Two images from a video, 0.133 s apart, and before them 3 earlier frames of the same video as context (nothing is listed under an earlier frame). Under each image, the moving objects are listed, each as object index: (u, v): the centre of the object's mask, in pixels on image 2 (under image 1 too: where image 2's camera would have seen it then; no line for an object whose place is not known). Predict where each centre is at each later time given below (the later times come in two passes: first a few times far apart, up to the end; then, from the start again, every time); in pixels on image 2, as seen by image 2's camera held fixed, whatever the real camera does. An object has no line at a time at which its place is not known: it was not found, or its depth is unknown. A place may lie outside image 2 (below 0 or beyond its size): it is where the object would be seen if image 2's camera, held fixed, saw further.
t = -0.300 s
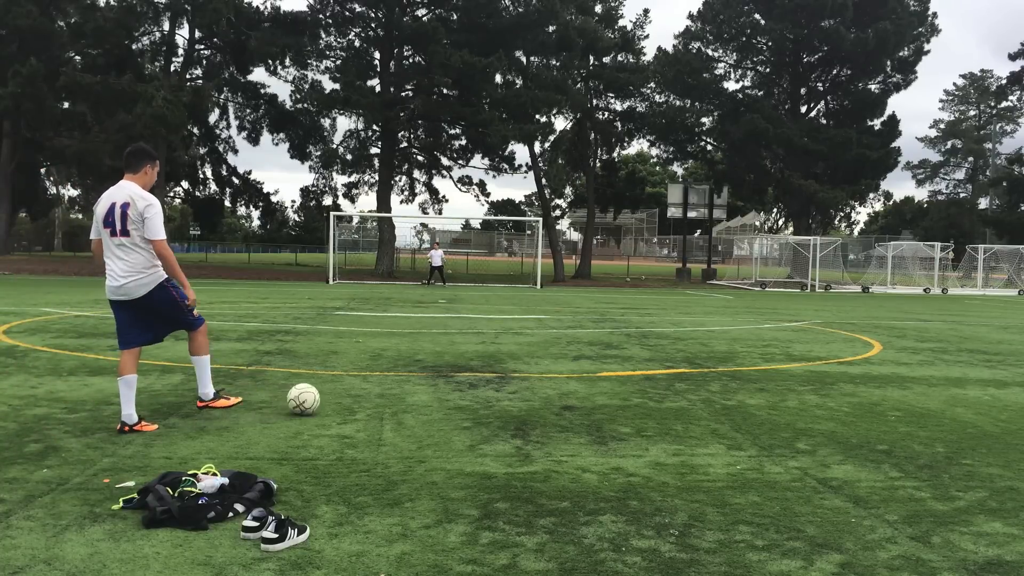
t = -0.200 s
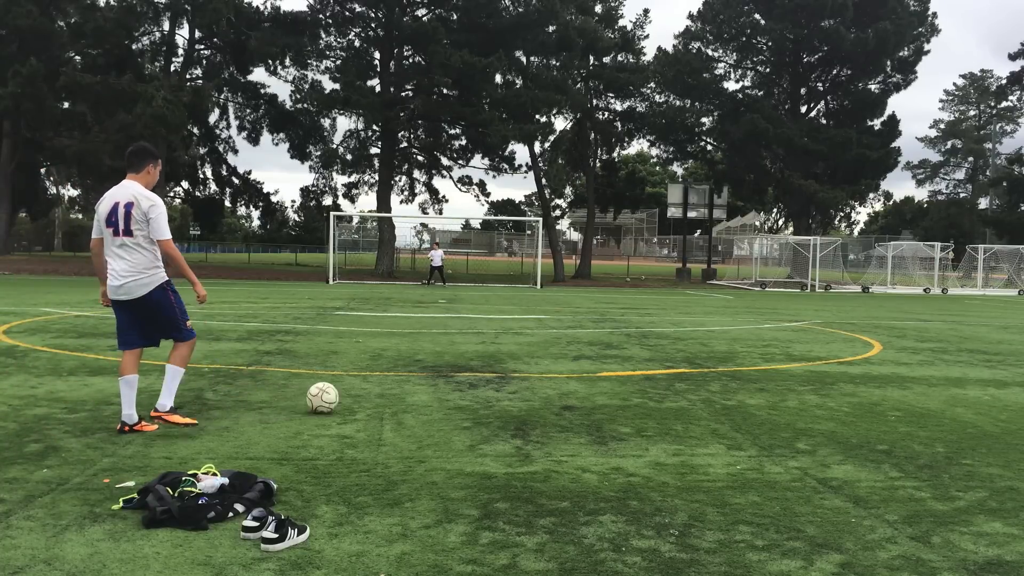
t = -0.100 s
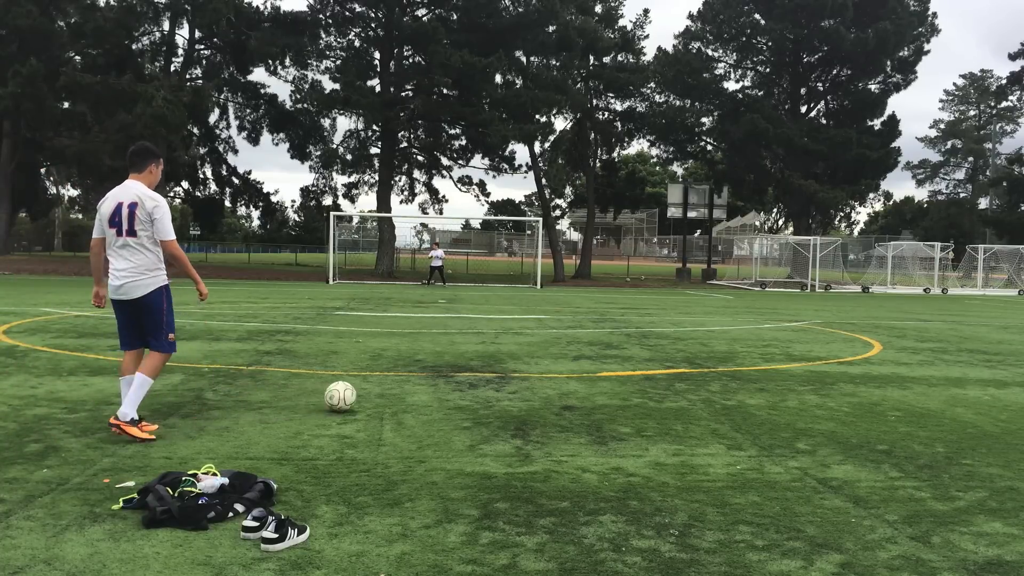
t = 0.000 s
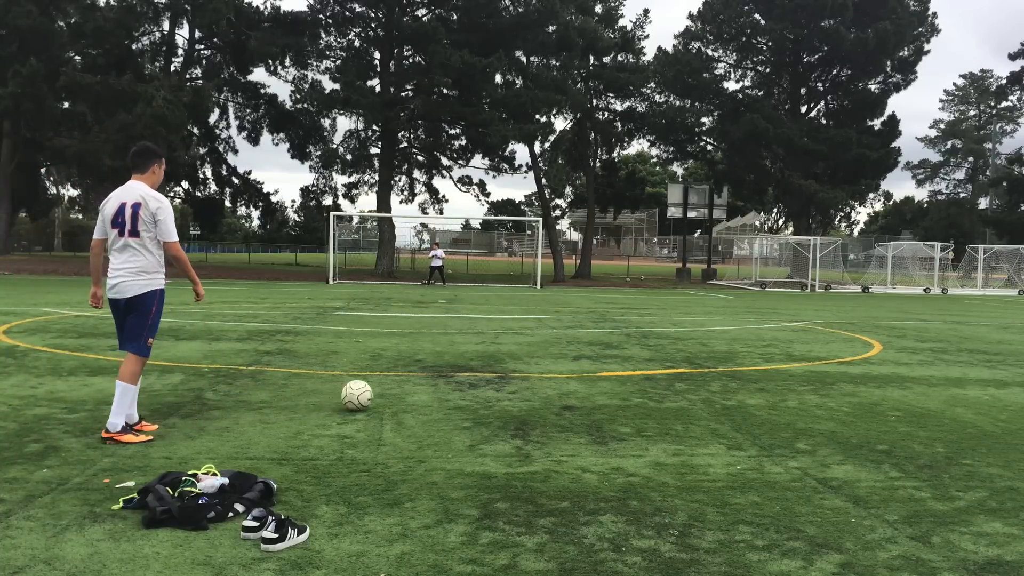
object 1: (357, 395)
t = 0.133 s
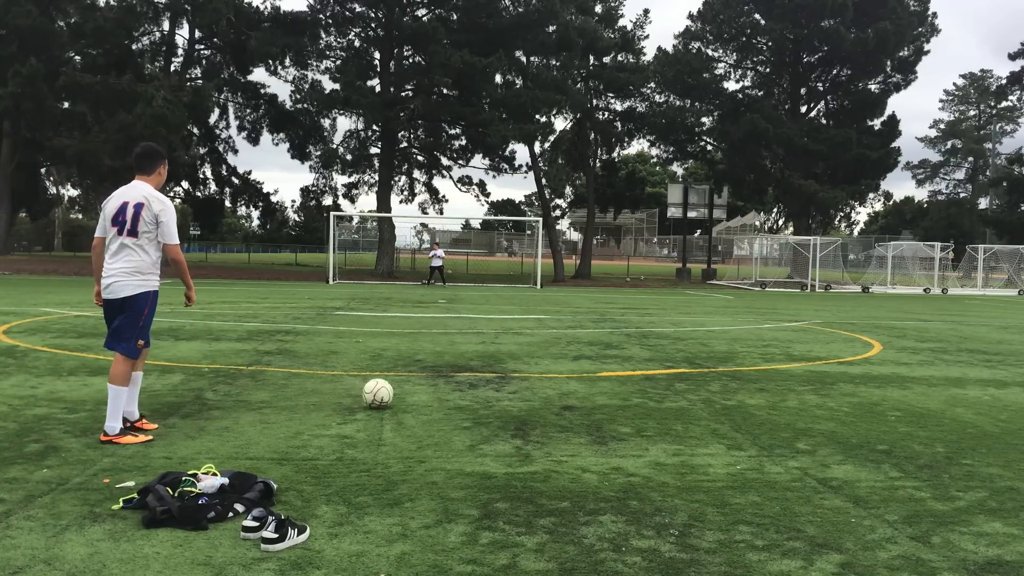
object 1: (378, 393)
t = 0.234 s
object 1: (393, 392)
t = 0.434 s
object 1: (420, 389)
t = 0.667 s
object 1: (446, 386)
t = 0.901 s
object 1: (468, 384)
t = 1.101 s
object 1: (483, 382)
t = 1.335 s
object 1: (497, 381)
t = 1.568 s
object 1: (507, 379)
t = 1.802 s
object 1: (515, 378)
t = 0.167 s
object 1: (383, 393)
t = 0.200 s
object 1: (388, 392)
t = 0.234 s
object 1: (393, 392)
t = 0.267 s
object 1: (398, 391)
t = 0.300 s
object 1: (402, 391)
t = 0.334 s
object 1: (407, 391)
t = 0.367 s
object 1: (411, 390)
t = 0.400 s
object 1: (416, 390)
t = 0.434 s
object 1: (420, 389)
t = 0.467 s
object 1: (424, 388)
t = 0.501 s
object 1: (428, 388)
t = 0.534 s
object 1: (432, 388)
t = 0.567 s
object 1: (436, 388)
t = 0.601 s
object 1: (439, 387)
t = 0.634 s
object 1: (443, 387)
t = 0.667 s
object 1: (446, 386)
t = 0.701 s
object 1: (450, 386)
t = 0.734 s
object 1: (453, 385)
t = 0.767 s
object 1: (456, 386)
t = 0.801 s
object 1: (459, 386)
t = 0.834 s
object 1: (462, 385)
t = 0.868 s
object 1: (465, 385)
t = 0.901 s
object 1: (468, 384)
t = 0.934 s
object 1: (471, 383)
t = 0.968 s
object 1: (473, 384)
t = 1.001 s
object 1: (476, 383)
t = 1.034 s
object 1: (479, 383)
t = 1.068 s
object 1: (481, 383)
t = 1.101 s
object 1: (483, 382)
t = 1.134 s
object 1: (485, 382)
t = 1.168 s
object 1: (488, 381)
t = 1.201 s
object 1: (490, 381)
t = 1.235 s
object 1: (492, 381)
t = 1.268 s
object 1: (494, 380)
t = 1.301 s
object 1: (495, 380)
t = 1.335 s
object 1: (497, 381)
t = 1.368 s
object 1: (499, 380)
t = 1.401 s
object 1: (501, 380)
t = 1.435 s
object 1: (502, 380)
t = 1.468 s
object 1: (504, 380)
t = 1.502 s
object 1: (505, 379)
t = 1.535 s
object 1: (506, 379)
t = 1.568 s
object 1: (507, 379)
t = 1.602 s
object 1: (509, 379)
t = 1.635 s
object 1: (510, 379)
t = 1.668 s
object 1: (511, 378)
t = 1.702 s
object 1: (512, 378)
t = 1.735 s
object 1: (513, 378)
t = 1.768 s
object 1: (514, 378)
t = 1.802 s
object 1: (515, 378)
